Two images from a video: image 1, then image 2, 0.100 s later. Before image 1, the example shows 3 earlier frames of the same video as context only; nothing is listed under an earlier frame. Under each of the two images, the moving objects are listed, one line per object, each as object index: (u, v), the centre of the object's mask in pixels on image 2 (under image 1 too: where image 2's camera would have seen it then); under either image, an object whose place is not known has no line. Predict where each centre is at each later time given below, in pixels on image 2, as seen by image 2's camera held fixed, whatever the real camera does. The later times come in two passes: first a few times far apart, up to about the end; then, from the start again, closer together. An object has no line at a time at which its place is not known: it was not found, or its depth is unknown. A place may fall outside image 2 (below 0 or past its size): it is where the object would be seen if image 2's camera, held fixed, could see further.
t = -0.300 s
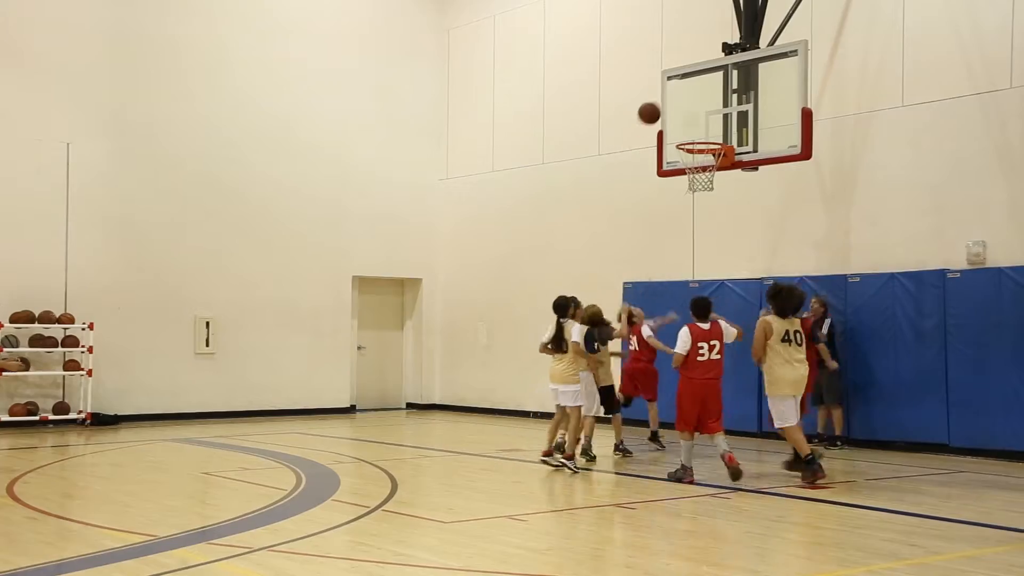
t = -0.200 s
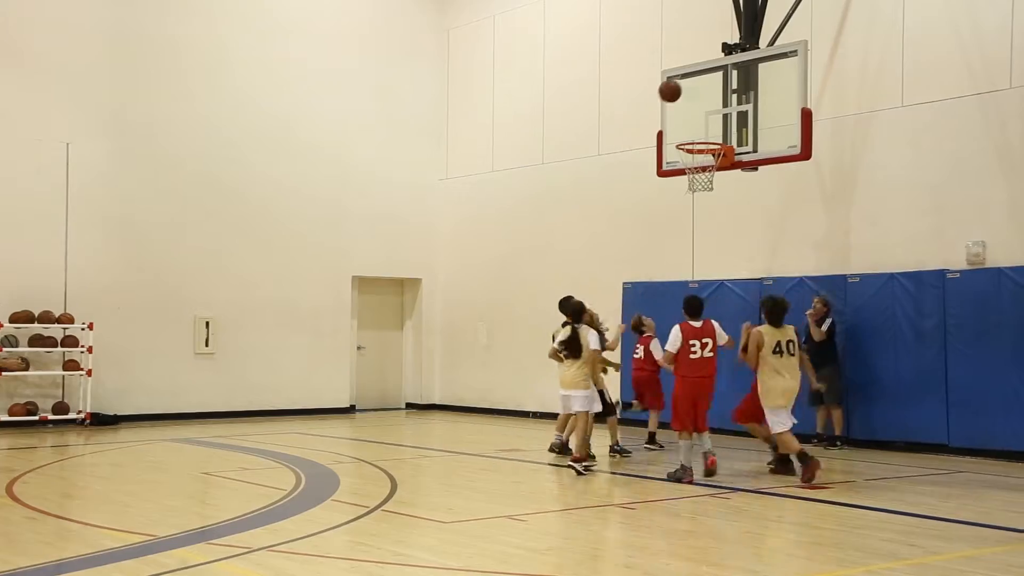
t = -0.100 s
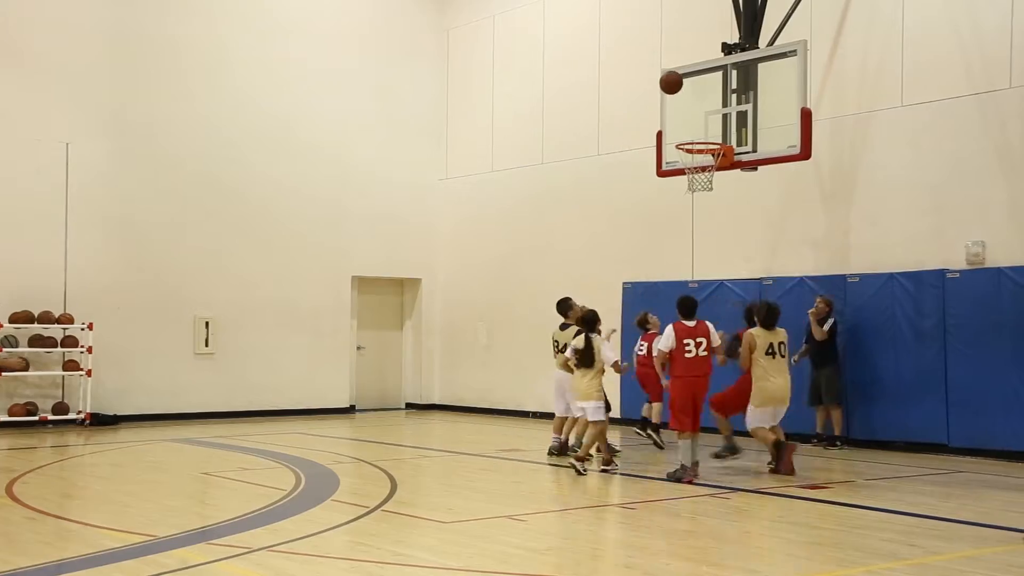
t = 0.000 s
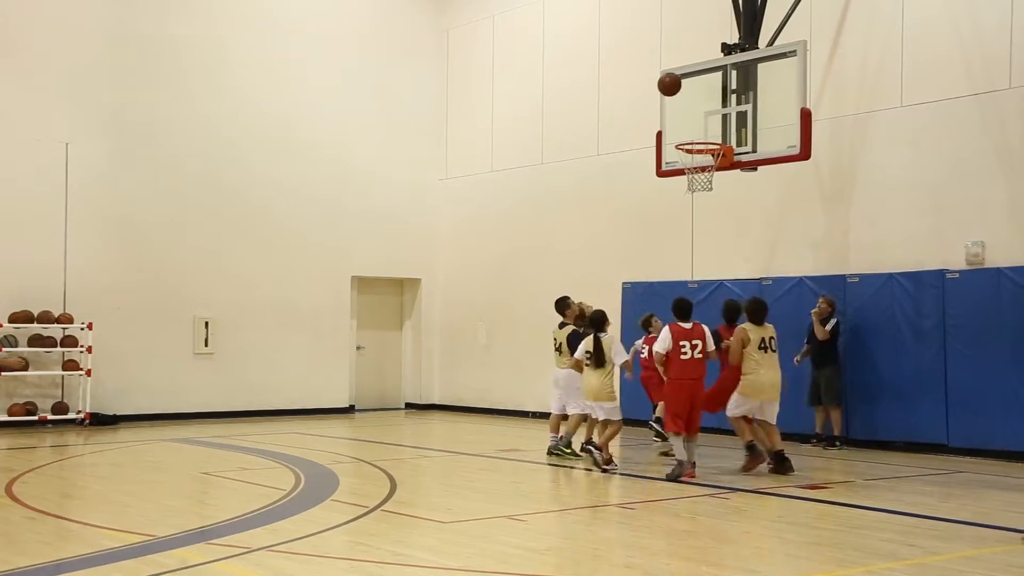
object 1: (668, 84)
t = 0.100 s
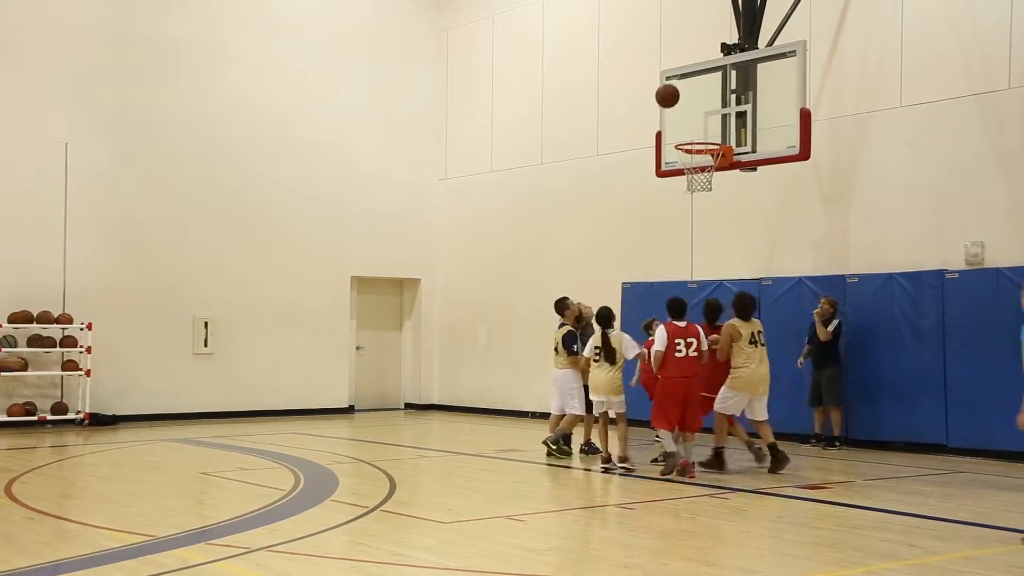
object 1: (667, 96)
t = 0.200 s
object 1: (663, 118)
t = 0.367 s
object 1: (660, 179)
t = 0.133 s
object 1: (667, 102)
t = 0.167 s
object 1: (666, 109)
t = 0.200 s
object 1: (663, 118)
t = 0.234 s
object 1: (656, 127)
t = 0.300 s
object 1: (658, 149)
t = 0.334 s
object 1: (661, 163)
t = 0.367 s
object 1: (660, 179)
